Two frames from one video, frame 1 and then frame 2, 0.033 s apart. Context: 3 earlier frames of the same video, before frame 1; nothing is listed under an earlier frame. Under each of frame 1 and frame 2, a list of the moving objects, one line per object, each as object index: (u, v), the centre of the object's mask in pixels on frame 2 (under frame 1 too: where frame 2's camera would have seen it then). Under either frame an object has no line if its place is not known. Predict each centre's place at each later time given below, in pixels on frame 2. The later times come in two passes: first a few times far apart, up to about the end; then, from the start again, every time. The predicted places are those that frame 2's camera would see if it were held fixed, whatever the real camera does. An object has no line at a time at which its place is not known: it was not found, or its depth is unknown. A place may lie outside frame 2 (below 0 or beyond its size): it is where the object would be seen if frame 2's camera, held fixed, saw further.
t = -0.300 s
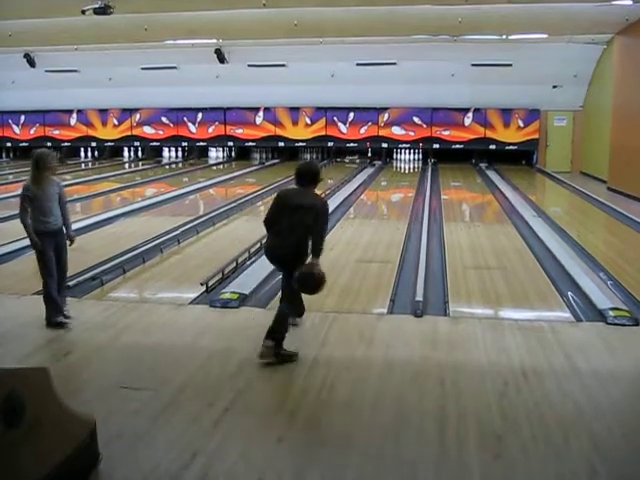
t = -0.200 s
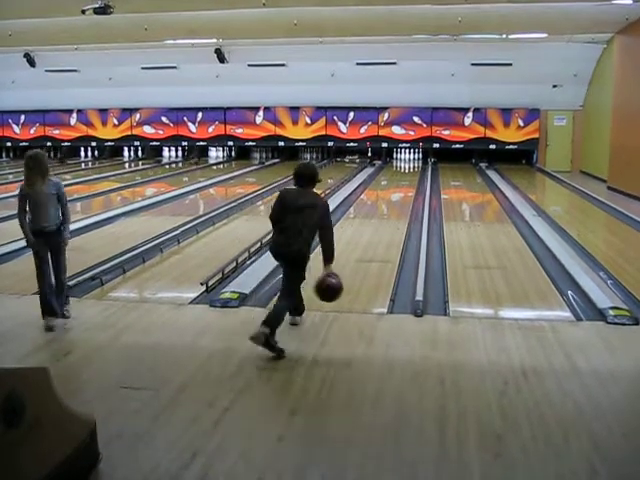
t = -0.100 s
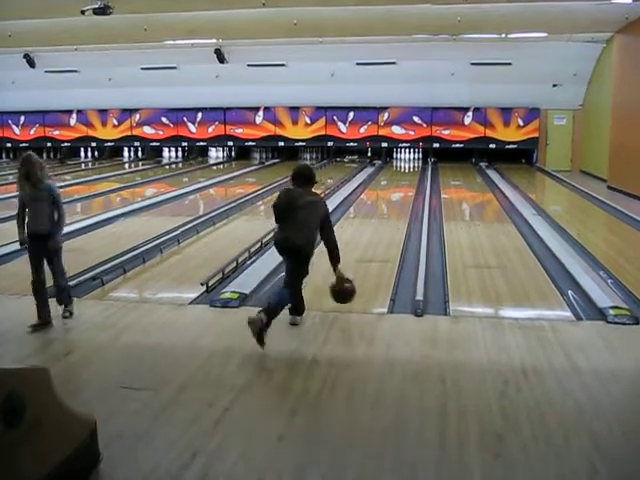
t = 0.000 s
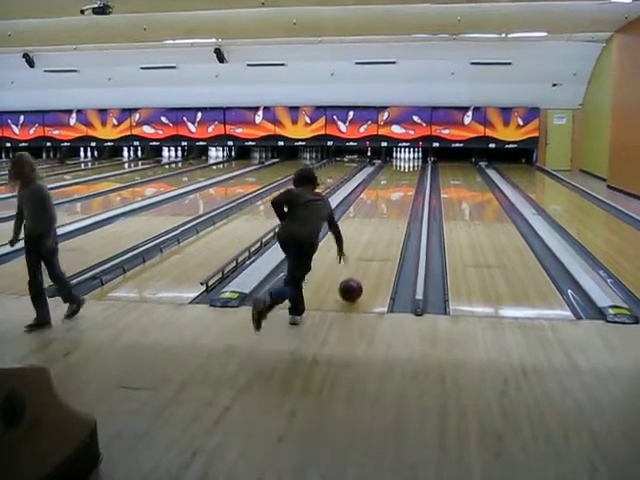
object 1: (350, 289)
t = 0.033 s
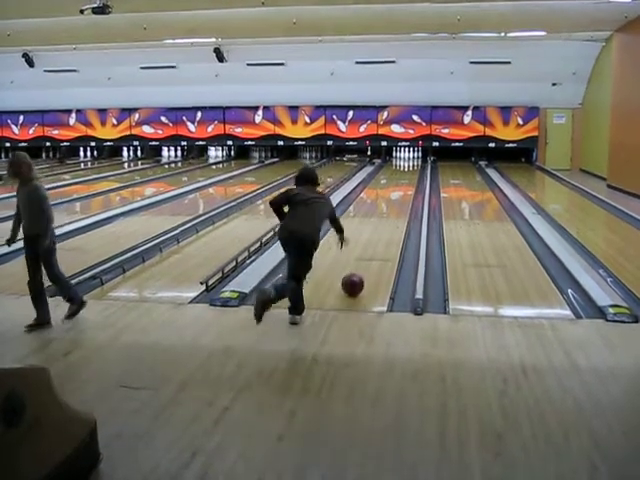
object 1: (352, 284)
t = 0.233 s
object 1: (364, 259)
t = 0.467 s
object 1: (372, 238)
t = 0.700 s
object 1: (381, 222)
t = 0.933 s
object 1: (386, 210)
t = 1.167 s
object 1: (391, 201)
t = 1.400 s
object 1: (395, 192)
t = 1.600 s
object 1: (397, 187)
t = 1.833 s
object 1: (399, 183)
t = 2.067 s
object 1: (401, 178)
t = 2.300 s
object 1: (403, 173)
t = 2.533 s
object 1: (403, 170)
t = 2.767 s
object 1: (404, 166)
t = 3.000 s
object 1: (406, 163)
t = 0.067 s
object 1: (354, 279)
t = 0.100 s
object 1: (357, 275)
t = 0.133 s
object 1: (358, 271)
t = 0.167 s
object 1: (360, 267)
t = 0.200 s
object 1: (362, 263)
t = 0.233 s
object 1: (364, 259)
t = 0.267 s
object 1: (365, 256)
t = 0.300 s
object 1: (367, 252)
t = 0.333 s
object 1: (367, 250)
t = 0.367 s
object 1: (370, 247)
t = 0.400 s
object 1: (369, 245)
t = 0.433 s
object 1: (372, 242)
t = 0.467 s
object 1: (372, 238)
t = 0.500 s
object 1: (375, 235)
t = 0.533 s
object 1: (376, 233)
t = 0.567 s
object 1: (376, 231)
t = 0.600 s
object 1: (378, 228)
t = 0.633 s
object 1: (379, 226)
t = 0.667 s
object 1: (380, 224)
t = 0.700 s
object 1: (381, 222)
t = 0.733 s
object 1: (381, 220)
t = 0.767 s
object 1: (382, 218)
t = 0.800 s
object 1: (383, 217)
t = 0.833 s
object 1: (384, 215)
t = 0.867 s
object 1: (385, 213)
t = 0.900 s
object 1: (386, 212)
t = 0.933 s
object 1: (386, 210)
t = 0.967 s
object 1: (386, 210)
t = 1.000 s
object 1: (386, 210)
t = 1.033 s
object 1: (393, 203)
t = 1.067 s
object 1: (390, 204)
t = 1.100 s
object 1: (389, 203)
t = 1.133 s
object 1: (390, 202)
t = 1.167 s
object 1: (391, 201)
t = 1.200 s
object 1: (391, 200)
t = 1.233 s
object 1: (392, 198)
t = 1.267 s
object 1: (392, 198)
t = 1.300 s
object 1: (393, 196)
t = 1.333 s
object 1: (394, 195)
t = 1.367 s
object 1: (394, 194)
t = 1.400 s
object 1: (395, 192)
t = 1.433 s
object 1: (395, 192)
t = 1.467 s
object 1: (395, 191)
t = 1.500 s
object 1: (396, 190)
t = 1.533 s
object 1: (396, 189)
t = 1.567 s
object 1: (397, 188)
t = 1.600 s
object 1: (397, 187)
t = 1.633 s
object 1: (398, 186)
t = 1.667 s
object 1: (398, 186)
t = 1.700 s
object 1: (399, 185)
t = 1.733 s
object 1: (399, 185)
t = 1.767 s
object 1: (399, 184)
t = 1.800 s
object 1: (399, 183)
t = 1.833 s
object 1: (399, 183)
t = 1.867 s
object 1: (400, 182)
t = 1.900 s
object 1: (400, 181)
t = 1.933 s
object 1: (400, 180)
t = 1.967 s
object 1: (401, 179)
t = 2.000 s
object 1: (401, 178)
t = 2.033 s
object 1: (401, 178)
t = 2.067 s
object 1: (401, 178)
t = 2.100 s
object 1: (402, 177)
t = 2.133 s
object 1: (402, 176)
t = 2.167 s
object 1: (402, 176)
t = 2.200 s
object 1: (402, 176)
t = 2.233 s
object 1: (403, 174)
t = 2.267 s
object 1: (403, 174)
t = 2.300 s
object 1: (403, 173)
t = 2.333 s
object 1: (404, 172)
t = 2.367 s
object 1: (404, 172)
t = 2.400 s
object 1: (403, 171)
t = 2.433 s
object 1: (404, 171)
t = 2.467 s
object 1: (403, 171)
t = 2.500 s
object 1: (403, 170)
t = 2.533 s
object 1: (403, 170)
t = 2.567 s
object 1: (403, 169)
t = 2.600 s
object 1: (404, 168)
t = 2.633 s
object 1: (404, 167)
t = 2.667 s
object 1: (404, 167)
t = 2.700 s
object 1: (404, 166)
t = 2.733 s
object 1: (404, 166)
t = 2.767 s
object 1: (404, 166)
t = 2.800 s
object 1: (404, 166)
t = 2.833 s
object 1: (405, 165)
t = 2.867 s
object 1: (405, 165)
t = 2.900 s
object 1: (405, 165)
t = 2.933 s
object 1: (405, 164)
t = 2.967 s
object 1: (405, 164)
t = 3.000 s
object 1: (406, 163)
